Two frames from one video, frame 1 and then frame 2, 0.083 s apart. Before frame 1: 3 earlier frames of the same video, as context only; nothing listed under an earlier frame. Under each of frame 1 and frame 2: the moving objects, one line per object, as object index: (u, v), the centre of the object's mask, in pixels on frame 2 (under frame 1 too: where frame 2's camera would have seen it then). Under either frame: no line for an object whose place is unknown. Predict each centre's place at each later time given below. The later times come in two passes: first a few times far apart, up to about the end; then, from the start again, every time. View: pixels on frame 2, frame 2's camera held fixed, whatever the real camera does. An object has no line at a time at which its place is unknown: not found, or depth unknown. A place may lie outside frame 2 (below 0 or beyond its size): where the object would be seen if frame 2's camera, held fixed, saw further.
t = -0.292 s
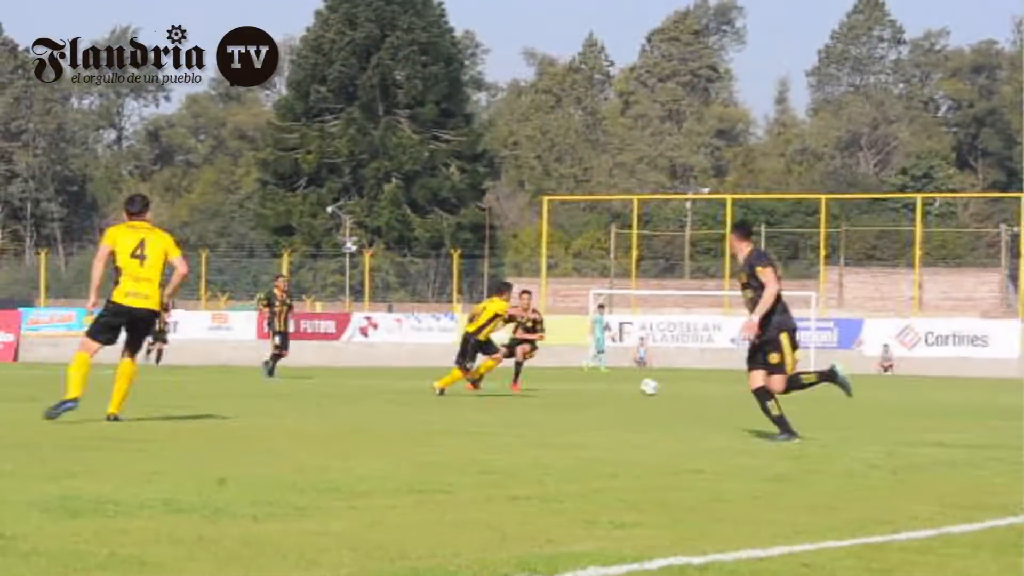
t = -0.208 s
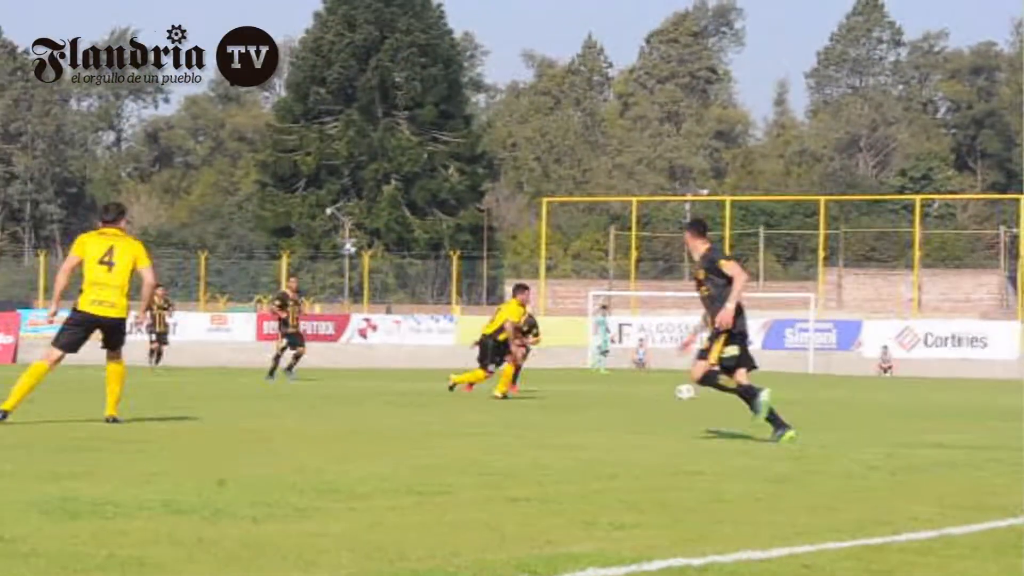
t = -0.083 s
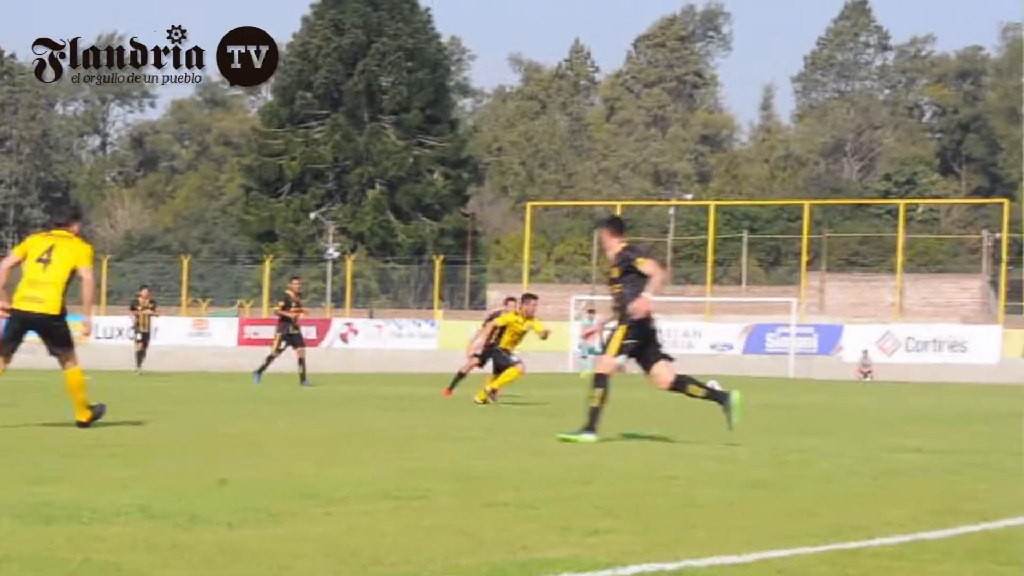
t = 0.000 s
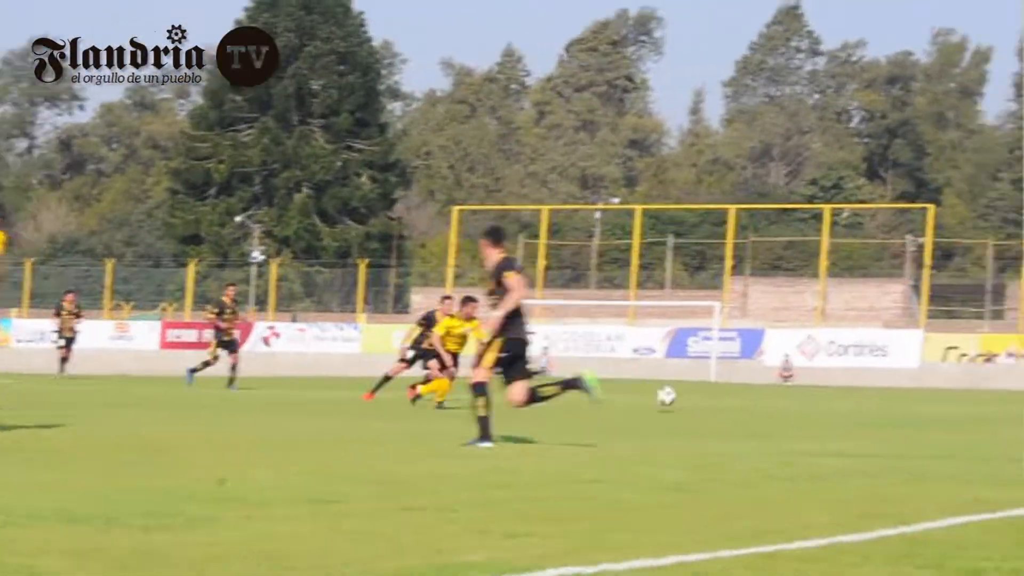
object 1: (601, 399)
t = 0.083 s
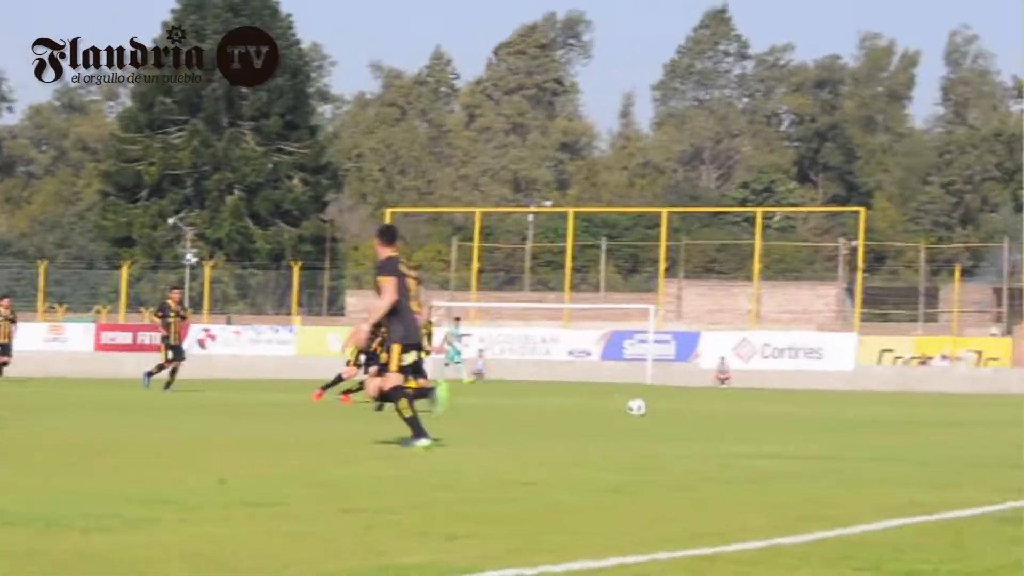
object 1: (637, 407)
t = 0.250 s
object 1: (691, 410)
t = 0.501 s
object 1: (781, 414)
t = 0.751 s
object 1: (873, 420)
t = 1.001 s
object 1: (971, 425)
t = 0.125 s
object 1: (651, 407)
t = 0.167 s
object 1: (665, 407)
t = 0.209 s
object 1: (678, 409)
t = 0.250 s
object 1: (691, 410)
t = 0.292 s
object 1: (706, 410)
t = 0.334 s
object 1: (720, 412)
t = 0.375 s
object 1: (736, 413)
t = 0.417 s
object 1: (751, 413)
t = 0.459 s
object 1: (766, 413)
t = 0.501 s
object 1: (781, 414)
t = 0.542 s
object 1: (796, 416)
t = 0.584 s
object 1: (811, 417)
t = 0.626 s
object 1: (826, 418)
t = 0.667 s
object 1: (841, 417)
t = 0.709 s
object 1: (857, 419)
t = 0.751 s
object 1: (873, 420)
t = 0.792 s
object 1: (889, 419)
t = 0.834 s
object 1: (905, 420)
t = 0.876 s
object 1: (921, 423)
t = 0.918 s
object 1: (937, 423)
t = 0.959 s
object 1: (954, 424)
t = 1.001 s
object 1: (971, 425)
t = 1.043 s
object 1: (989, 427)
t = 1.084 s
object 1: (1006, 427)
